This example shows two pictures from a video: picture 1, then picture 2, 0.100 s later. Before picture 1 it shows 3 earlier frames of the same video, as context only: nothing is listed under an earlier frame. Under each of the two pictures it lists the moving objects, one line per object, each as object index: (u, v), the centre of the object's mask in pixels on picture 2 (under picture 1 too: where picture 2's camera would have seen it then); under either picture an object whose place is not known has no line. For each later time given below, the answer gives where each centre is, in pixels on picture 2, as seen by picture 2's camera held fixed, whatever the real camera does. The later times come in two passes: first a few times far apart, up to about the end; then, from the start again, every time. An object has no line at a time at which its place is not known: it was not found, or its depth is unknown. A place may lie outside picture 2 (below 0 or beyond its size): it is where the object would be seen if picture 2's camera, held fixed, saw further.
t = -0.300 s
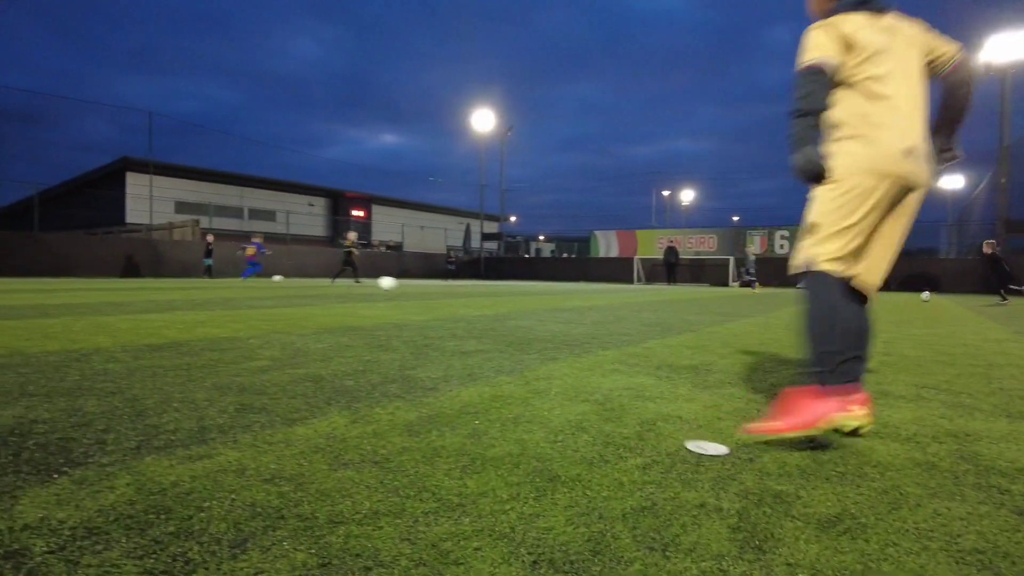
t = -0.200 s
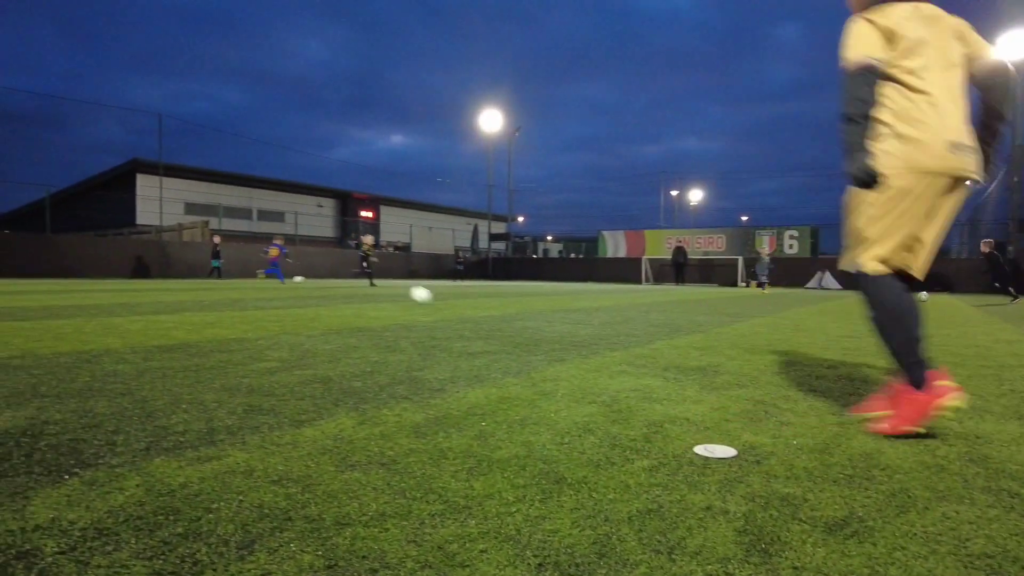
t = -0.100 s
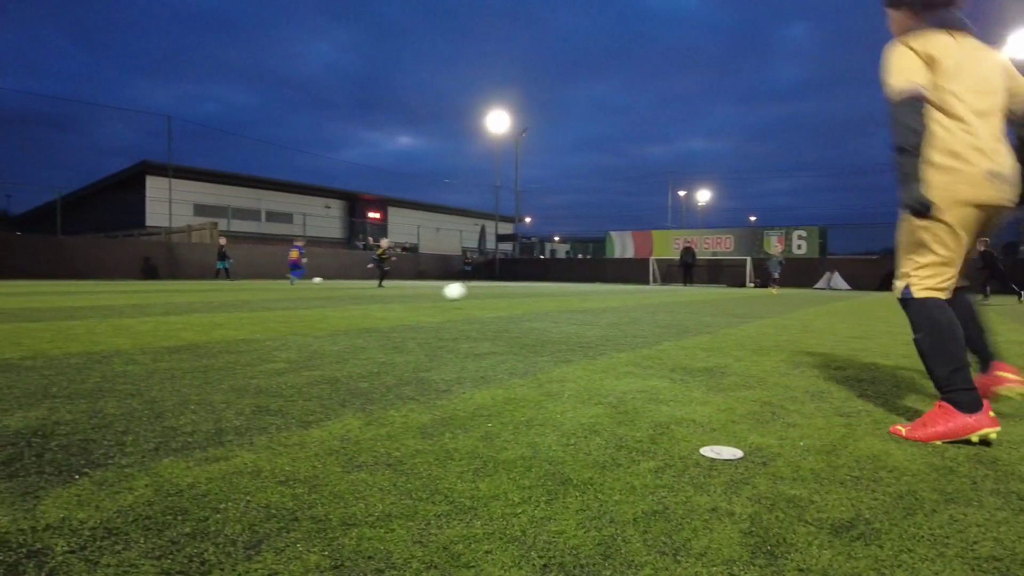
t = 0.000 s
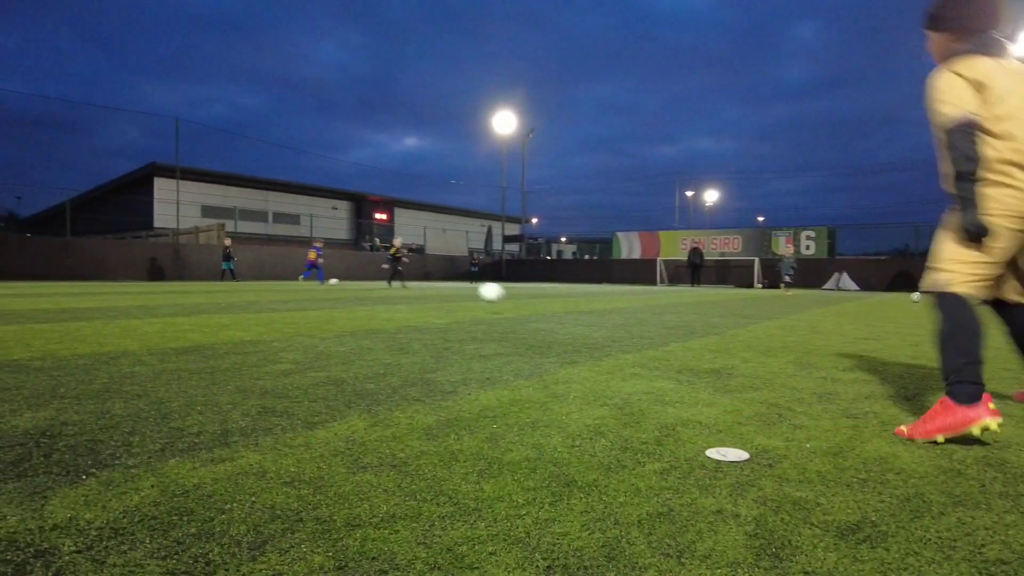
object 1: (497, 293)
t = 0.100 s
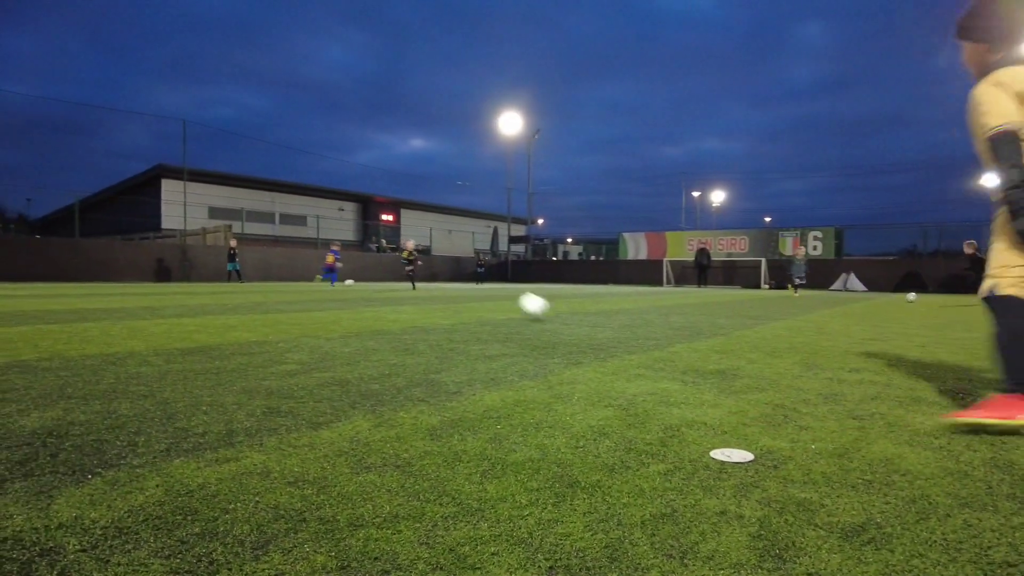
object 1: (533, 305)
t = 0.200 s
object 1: (576, 306)
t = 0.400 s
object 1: (698, 322)
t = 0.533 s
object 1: (821, 328)
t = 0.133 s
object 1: (547, 311)
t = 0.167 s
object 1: (561, 310)
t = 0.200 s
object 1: (576, 306)
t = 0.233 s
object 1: (593, 304)
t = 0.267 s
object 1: (610, 304)
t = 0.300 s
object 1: (629, 304)
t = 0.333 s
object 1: (651, 309)
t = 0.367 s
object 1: (673, 314)
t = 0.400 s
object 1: (698, 322)
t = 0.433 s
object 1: (725, 331)
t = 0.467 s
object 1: (754, 331)
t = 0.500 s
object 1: (787, 328)
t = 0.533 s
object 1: (821, 328)
